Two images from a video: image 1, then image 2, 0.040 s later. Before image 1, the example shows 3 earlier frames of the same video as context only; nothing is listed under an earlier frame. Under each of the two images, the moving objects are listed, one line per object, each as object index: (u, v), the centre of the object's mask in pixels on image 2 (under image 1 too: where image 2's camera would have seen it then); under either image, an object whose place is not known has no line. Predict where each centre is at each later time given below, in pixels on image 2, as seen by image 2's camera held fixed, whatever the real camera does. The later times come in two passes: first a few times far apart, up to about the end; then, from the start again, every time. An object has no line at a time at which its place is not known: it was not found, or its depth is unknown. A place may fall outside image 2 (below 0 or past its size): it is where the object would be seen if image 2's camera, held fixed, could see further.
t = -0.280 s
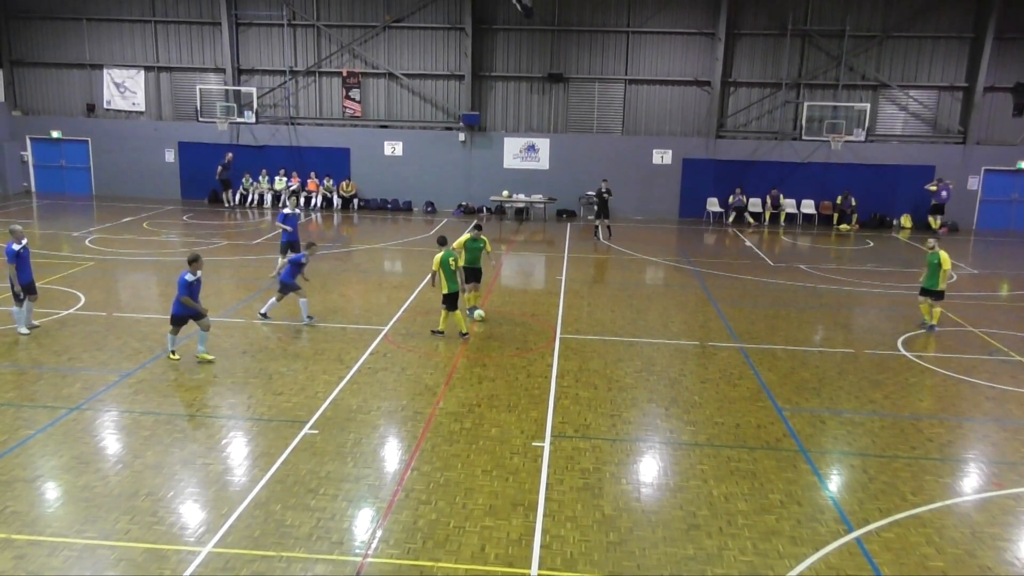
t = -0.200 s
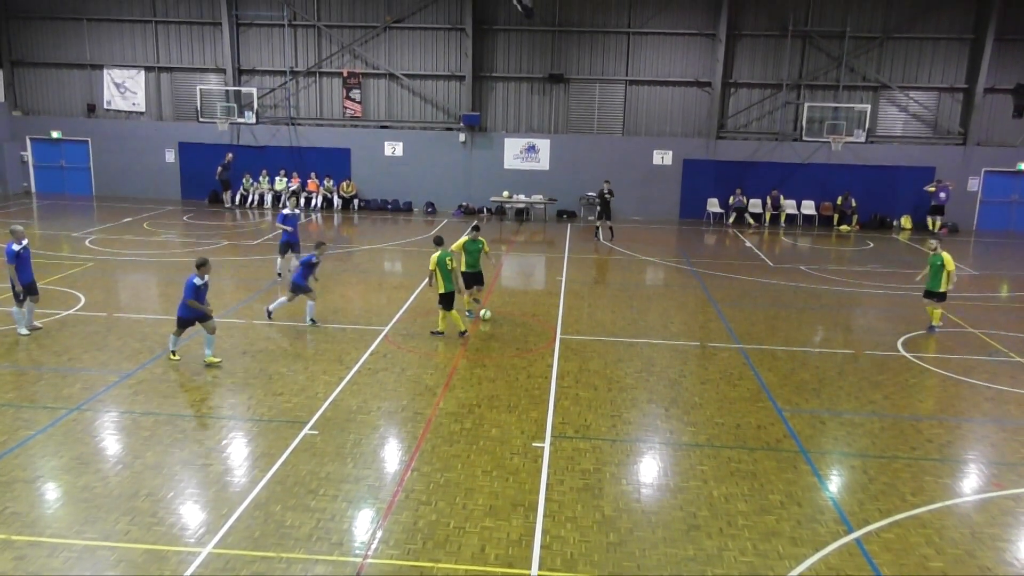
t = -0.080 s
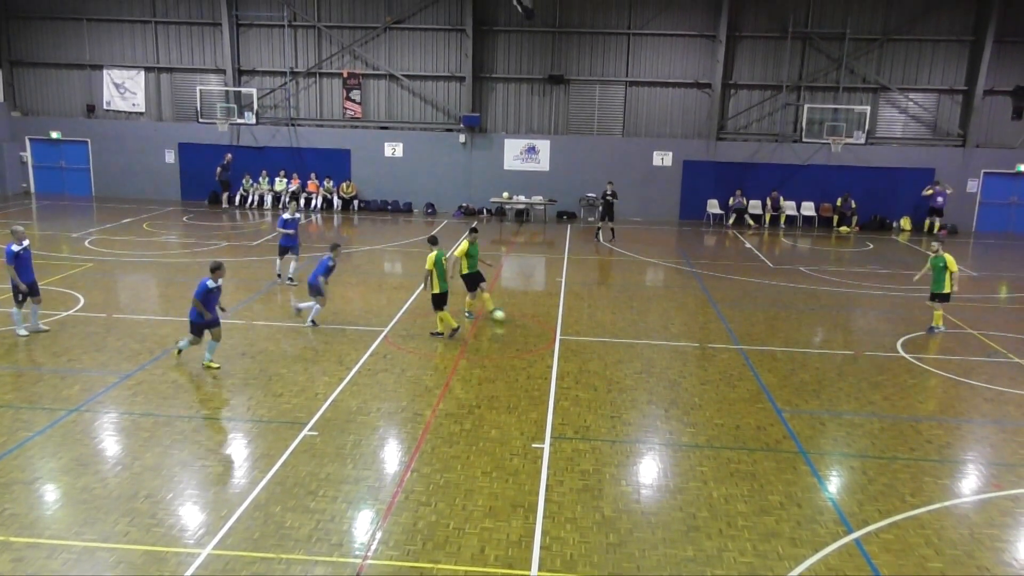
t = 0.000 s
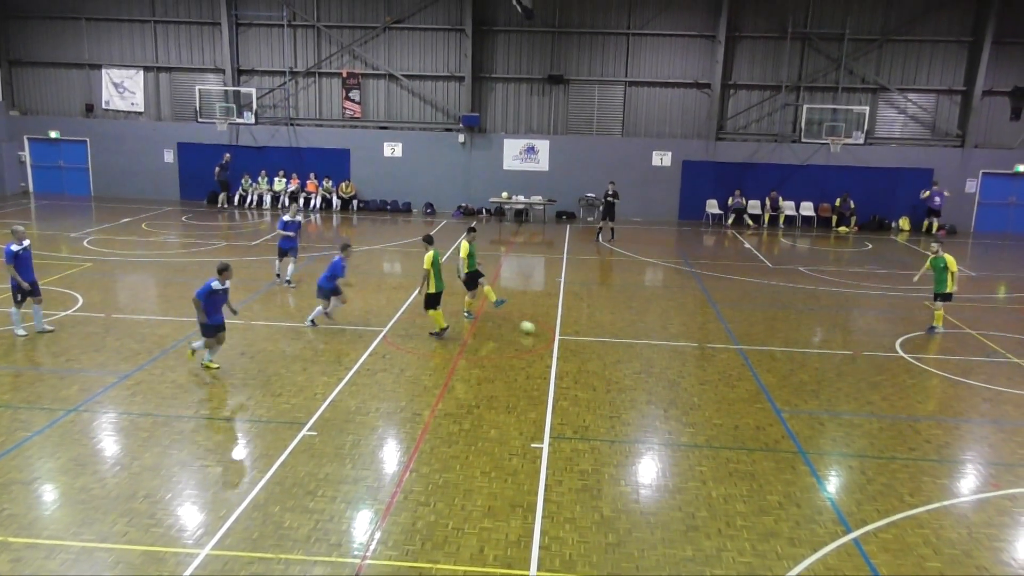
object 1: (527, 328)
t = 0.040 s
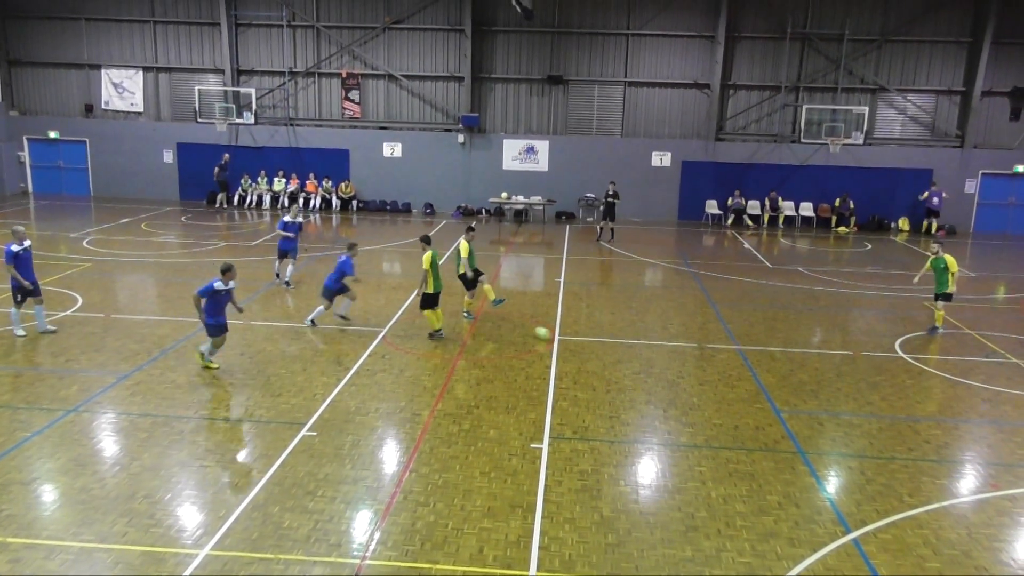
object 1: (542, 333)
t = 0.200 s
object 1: (605, 359)
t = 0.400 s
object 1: (690, 393)
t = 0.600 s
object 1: (782, 429)
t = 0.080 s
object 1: (557, 339)
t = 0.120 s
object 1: (573, 346)
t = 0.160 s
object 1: (589, 352)
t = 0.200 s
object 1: (605, 359)
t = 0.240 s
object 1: (621, 366)
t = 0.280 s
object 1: (639, 372)
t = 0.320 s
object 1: (656, 380)
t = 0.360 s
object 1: (673, 386)
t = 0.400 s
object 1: (690, 393)
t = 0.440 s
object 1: (709, 400)
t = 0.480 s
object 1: (726, 407)
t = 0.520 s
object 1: (745, 414)
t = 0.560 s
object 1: (764, 423)
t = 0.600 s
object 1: (782, 429)
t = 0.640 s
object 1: (801, 436)
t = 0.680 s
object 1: (819, 445)
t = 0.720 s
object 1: (839, 452)
